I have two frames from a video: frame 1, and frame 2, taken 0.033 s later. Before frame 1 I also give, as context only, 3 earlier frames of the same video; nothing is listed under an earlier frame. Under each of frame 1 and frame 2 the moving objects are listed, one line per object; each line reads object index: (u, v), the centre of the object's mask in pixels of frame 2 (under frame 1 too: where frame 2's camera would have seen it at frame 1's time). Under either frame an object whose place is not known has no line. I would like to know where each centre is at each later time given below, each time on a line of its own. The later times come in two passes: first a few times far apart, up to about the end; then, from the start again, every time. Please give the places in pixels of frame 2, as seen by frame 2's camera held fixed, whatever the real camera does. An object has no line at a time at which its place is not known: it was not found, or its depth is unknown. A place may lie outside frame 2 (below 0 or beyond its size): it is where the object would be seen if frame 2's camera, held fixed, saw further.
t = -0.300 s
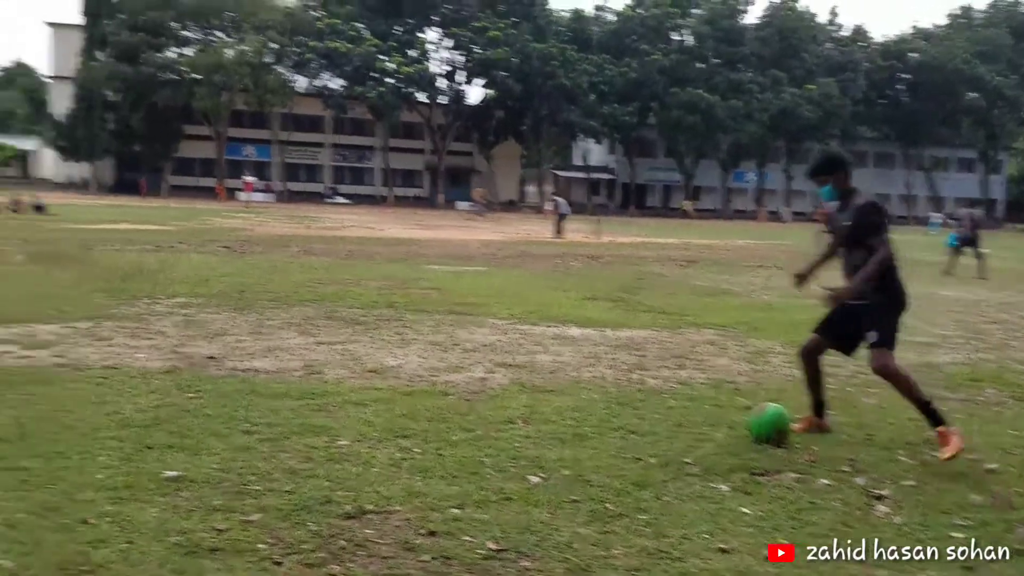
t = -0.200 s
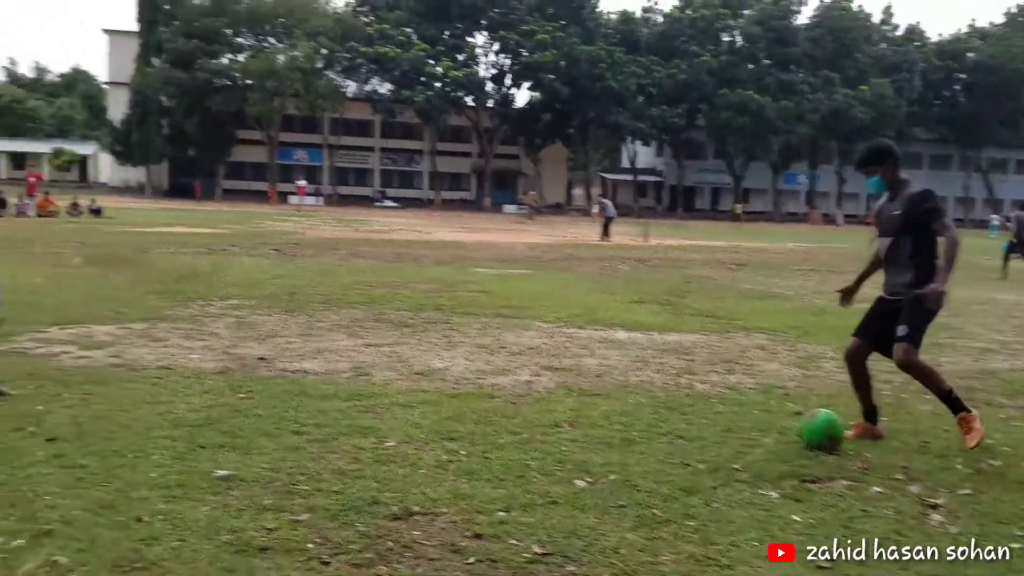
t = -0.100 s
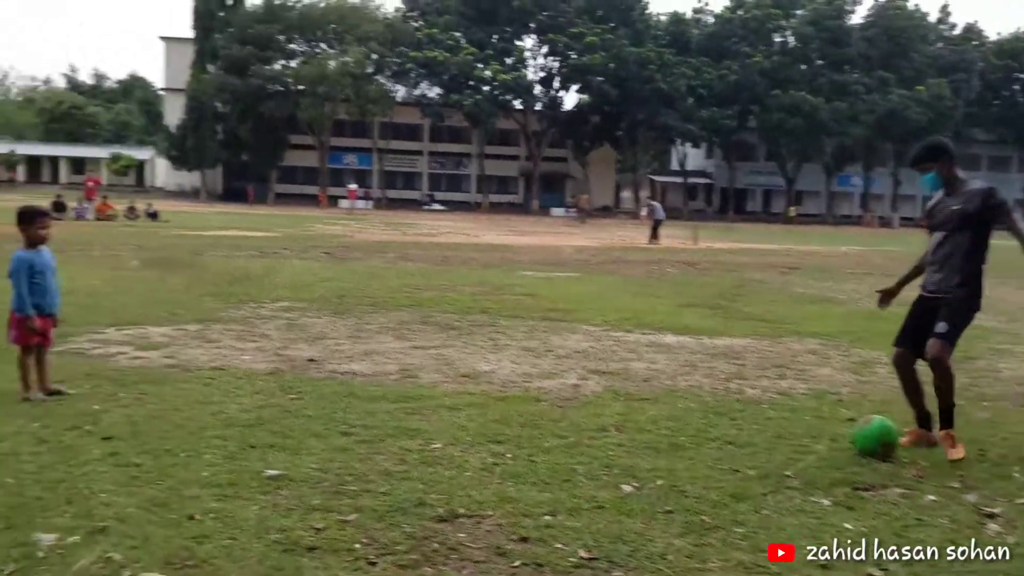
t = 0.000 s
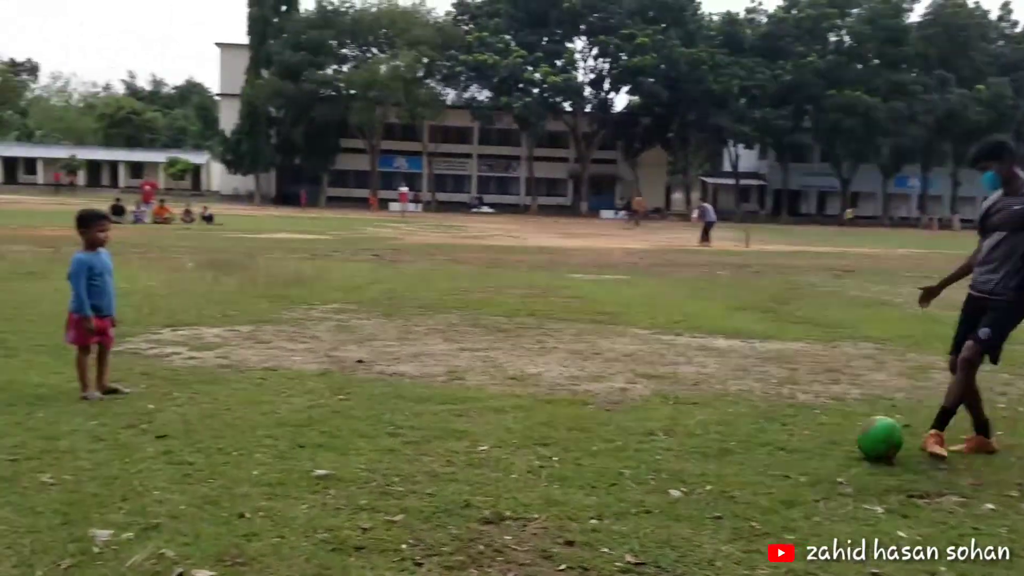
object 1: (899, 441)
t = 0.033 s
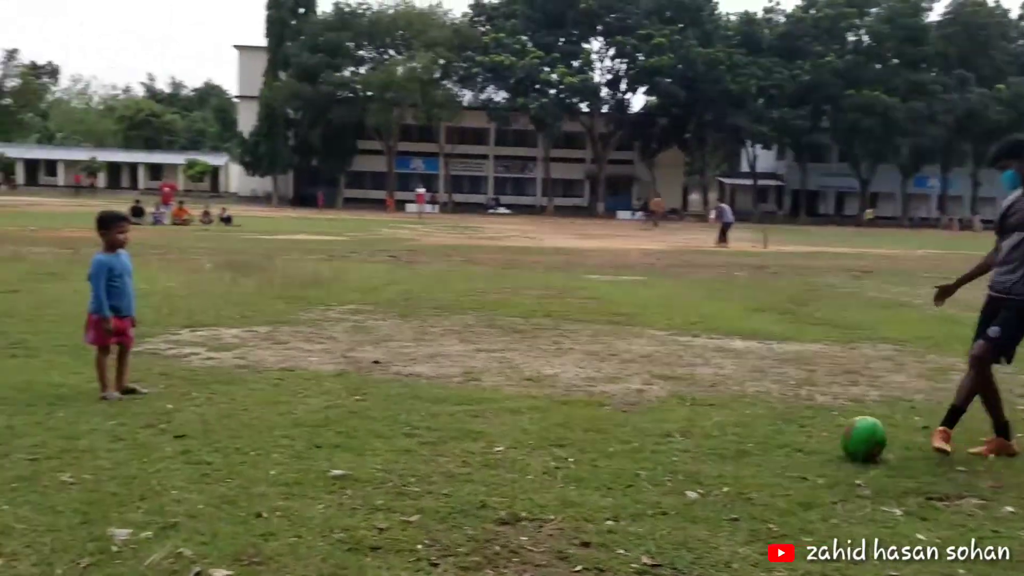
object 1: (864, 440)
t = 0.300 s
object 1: (650, 425)
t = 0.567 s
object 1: (501, 412)
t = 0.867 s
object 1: (354, 400)
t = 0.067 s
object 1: (830, 438)
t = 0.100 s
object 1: (798, 436)
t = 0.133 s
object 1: (769, 434)
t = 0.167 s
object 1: (744, 431)
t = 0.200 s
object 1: (720, 426)
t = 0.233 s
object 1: (696, 425)
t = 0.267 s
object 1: (672, 425)
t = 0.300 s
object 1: (650, 425)
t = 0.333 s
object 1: (631, 423)
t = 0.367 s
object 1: (611, 421)
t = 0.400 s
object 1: (592, 421)
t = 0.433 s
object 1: (573, 418)
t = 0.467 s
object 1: (556, 413)
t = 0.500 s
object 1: (537, 410)
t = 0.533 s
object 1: (519, 410)
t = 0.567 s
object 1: (501, 412)
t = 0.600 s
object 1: (483, 411)
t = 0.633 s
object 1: (466, 406)
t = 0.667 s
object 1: (450, 404)
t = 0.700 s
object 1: (434, 403)
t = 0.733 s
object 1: (417, 406)
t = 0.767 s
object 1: (400, 406)
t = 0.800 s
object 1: (385, 403)
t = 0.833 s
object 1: (369, 401)
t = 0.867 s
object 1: (354, 400)
